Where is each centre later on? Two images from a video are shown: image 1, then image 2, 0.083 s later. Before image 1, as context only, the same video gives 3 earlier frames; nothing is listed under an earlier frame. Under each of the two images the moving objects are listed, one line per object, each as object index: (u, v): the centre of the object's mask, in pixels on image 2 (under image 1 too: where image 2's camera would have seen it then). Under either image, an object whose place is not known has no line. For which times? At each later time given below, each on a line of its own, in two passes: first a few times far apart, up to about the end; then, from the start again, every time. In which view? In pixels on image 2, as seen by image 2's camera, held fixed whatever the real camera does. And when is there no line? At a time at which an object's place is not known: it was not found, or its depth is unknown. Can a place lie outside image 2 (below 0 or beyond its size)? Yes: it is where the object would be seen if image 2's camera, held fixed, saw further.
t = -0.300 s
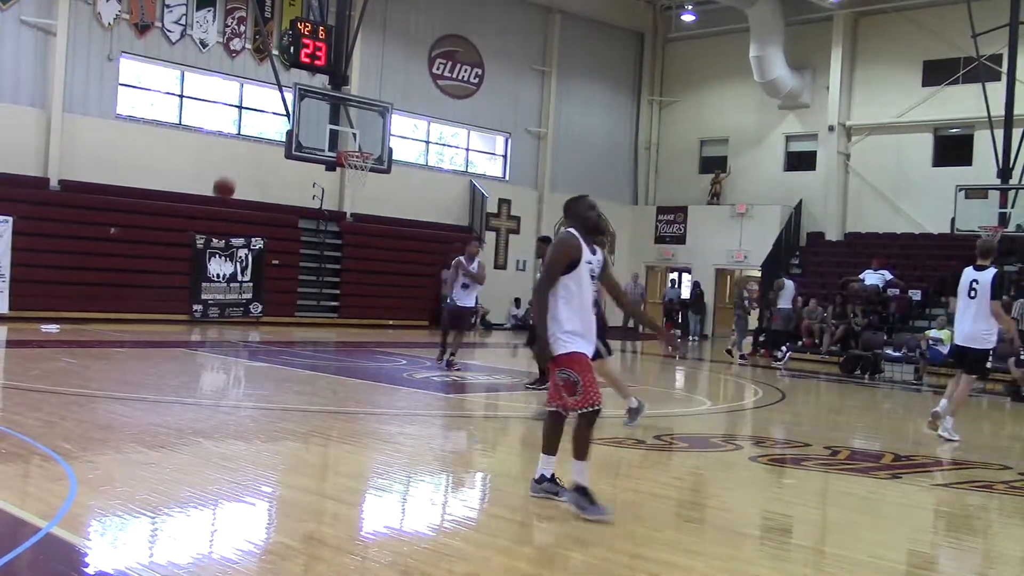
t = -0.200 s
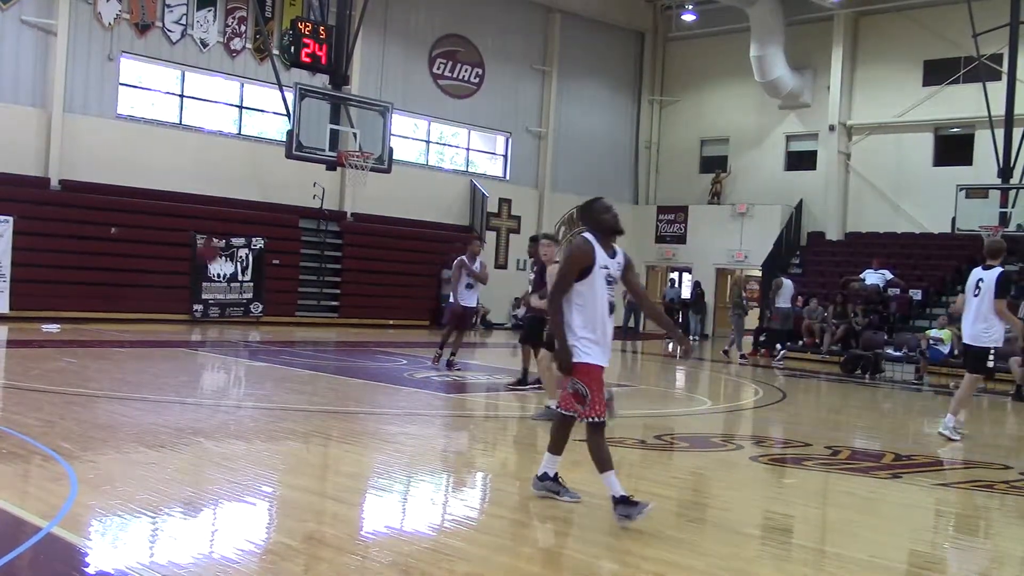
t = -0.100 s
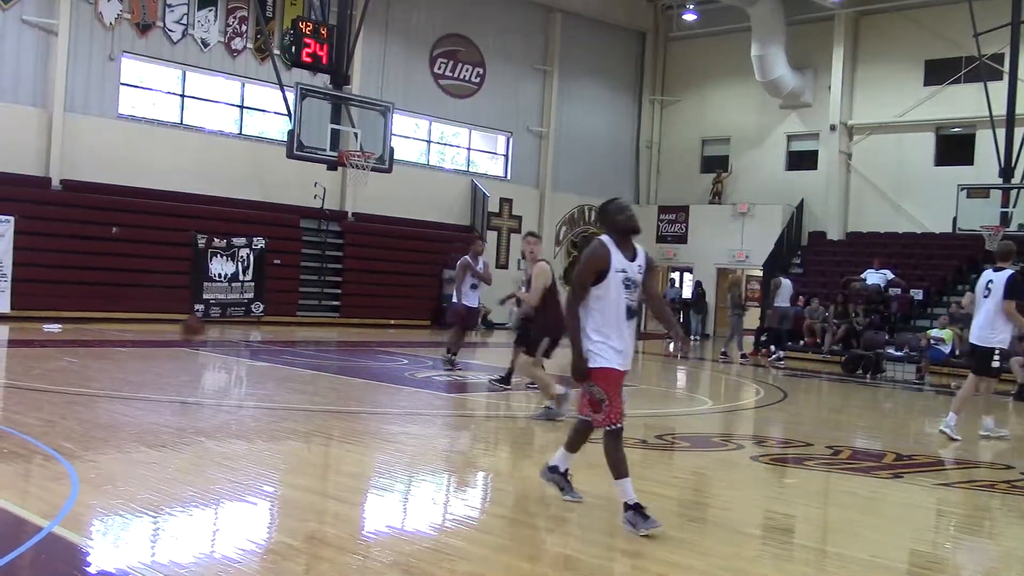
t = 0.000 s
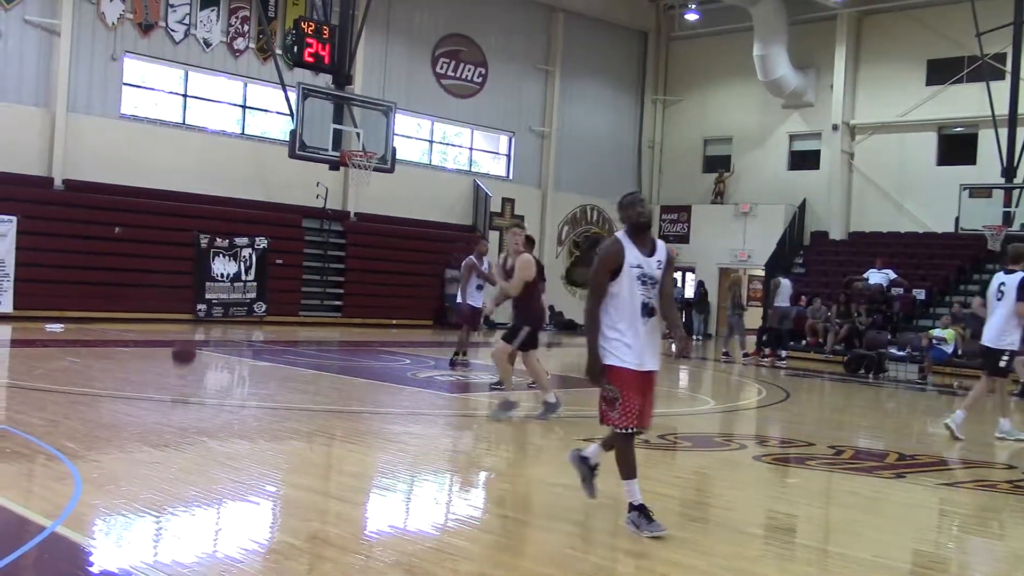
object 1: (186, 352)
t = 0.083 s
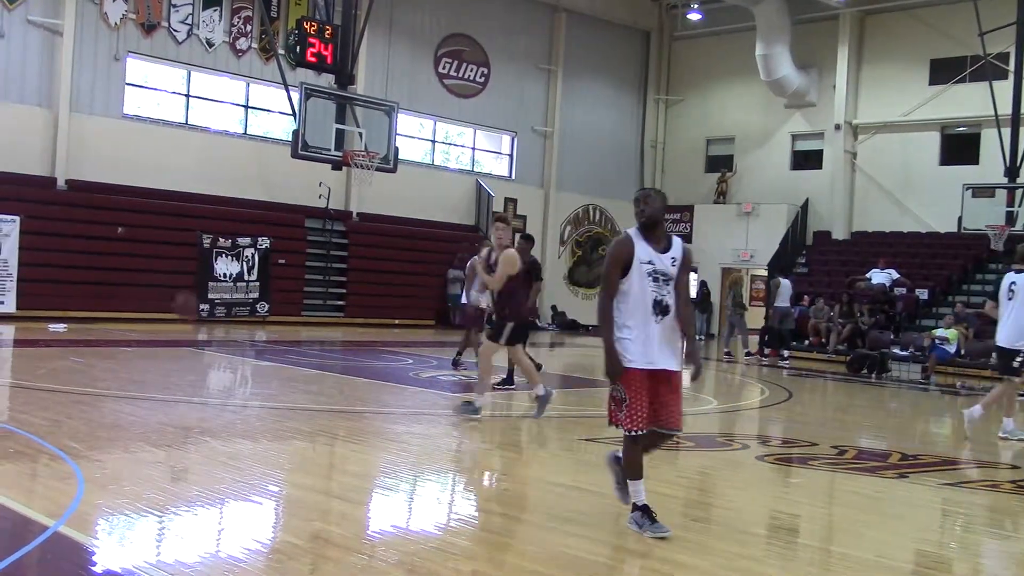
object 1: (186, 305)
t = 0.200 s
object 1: (186, 250)
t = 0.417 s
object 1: (180, 171)
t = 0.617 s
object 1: (173, 138)
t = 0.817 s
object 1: (163, 149)
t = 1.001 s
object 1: (150, 205)
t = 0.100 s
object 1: (185, 297)
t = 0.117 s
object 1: (185, 287)
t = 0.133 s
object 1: (185, 278)
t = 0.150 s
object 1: (185, 267)
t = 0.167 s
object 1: (185, 262)
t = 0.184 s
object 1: (185, 255)
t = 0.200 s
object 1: (186, 250)
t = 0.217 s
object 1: (186, 242)
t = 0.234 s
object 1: (184, 233)
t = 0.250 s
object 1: (184, 227)
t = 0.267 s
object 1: (184, 222)
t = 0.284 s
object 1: (183, 215)
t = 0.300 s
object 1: (183, 211)
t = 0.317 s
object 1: (182, 202)
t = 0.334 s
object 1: (182, 196)
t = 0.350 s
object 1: (182, 193)
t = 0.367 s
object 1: (181, 188)
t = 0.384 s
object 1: (181, 180)
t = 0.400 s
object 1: (181, 175)
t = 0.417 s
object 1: (180, 171)
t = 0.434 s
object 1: (180, 166)
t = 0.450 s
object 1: (179, 162)
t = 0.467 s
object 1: (179, 159)
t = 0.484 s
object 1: (179, 155)
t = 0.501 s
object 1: (178, 152)
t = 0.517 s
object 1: (177, 149)
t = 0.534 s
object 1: (177, 147)
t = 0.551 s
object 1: (176, 144)
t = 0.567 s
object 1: (176, 142)
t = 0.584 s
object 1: (175, 141)
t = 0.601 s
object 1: (174, 139)
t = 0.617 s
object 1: (173, 138)
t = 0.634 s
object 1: (173, 138)
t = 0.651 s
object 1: (172, 137)
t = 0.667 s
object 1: (171, 137)
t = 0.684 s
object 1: (170, 137)
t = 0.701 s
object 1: (170, 137)
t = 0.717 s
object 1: (169, 138)
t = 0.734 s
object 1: (168, 139)
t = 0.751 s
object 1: (167, 140)
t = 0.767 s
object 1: (166, 142)
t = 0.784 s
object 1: (165, 144)
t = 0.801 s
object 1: (164, 146)
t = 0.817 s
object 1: (163, 149)
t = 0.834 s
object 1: (162, 152)
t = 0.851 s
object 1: (161, 156)
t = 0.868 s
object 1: (160, 160)
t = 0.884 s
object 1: (159, 164)
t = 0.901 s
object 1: (157, 169)
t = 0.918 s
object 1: (156, 174)
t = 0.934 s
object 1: (155, 177)
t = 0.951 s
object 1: (154, 186)
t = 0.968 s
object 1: (152, 191)
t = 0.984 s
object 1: (150, 199)
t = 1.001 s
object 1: (150, 205)
